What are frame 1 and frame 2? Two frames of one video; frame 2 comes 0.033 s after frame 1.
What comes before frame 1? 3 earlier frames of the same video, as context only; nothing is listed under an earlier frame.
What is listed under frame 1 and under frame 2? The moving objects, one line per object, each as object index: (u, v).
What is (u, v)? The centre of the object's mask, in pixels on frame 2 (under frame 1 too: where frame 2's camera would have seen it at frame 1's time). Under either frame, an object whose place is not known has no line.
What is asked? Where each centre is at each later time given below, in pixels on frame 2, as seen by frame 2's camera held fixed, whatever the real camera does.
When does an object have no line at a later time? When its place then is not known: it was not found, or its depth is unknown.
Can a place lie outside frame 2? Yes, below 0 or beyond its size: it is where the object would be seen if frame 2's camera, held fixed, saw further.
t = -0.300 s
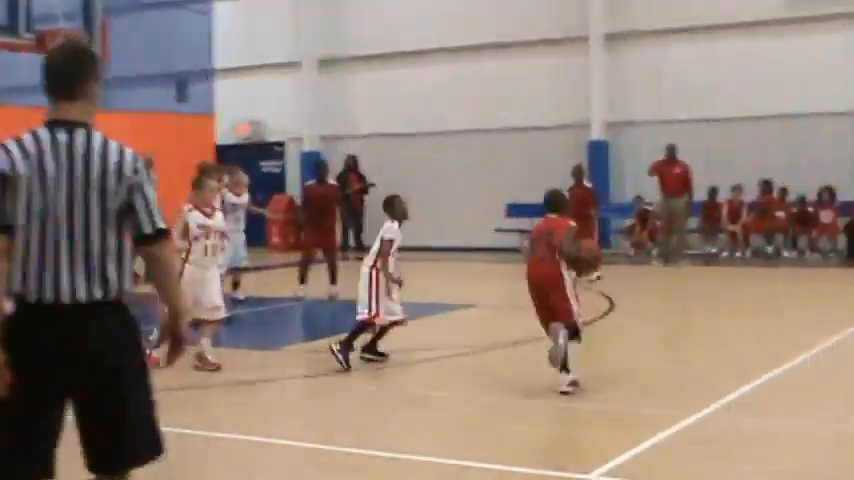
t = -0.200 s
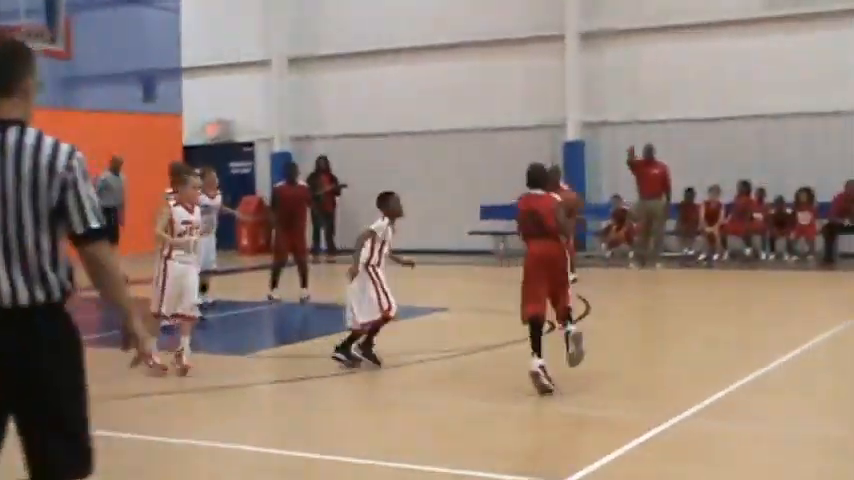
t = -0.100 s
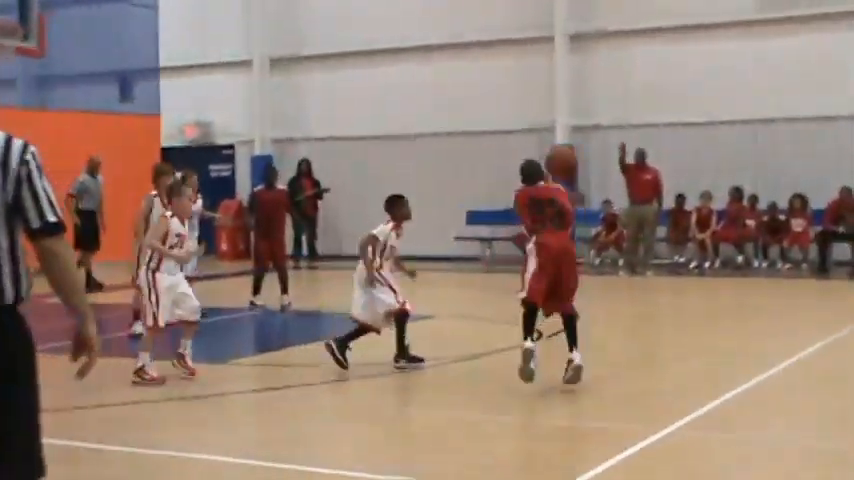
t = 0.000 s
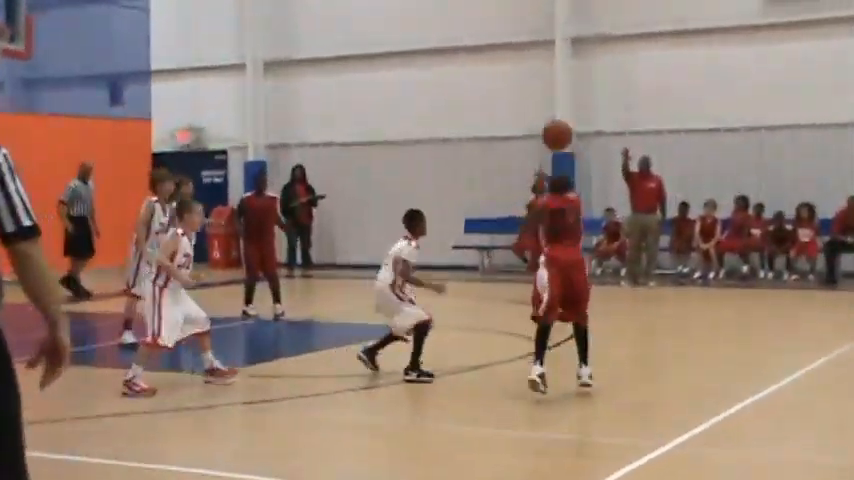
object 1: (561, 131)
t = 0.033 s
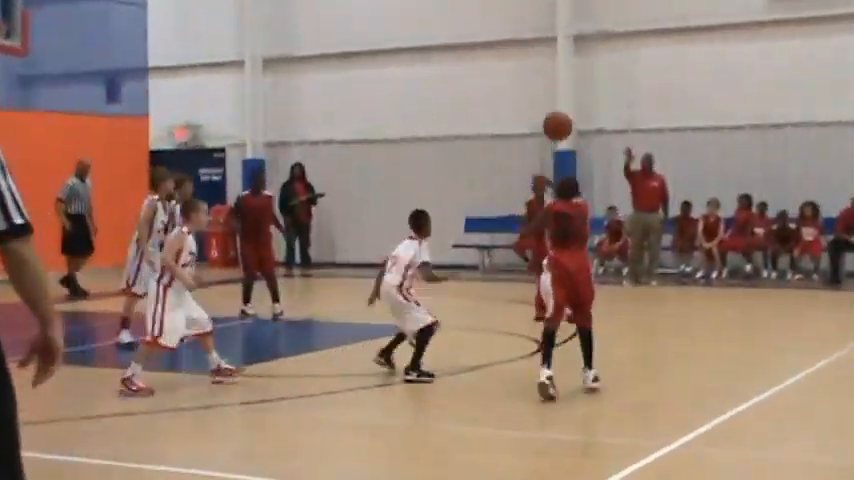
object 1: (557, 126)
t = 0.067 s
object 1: (556, 121)
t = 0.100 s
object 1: (555, 118)
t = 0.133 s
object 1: (555, 116)
